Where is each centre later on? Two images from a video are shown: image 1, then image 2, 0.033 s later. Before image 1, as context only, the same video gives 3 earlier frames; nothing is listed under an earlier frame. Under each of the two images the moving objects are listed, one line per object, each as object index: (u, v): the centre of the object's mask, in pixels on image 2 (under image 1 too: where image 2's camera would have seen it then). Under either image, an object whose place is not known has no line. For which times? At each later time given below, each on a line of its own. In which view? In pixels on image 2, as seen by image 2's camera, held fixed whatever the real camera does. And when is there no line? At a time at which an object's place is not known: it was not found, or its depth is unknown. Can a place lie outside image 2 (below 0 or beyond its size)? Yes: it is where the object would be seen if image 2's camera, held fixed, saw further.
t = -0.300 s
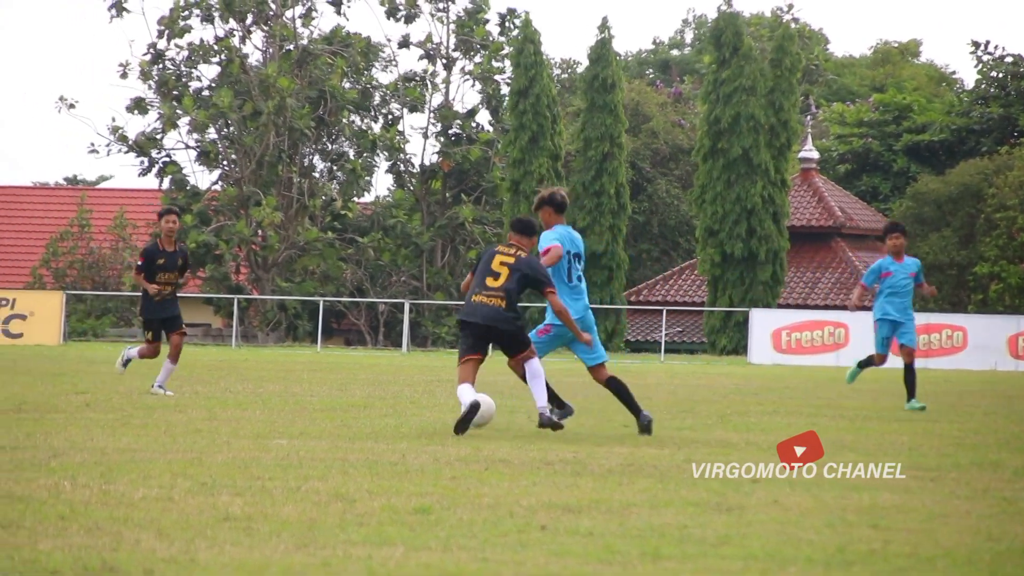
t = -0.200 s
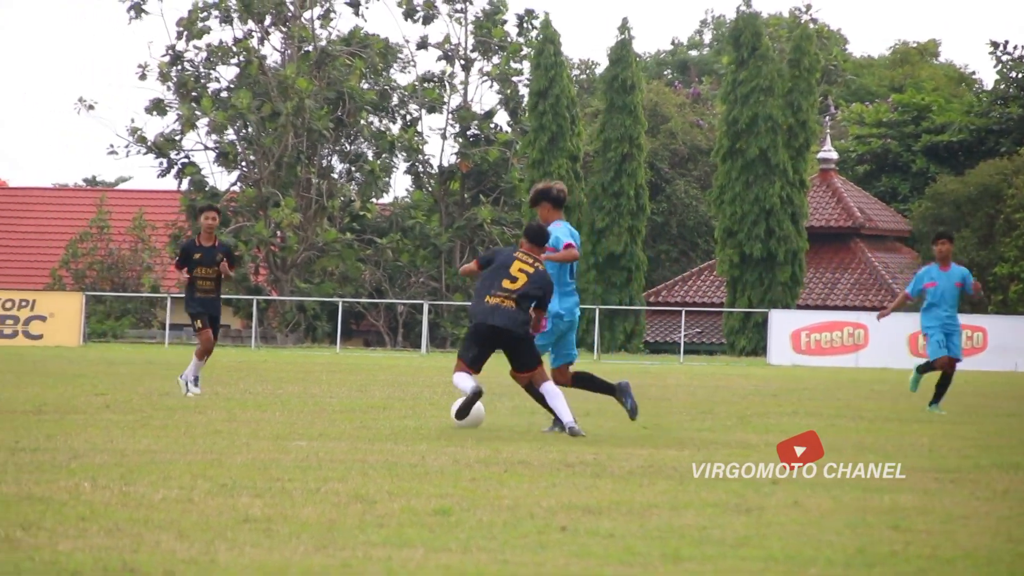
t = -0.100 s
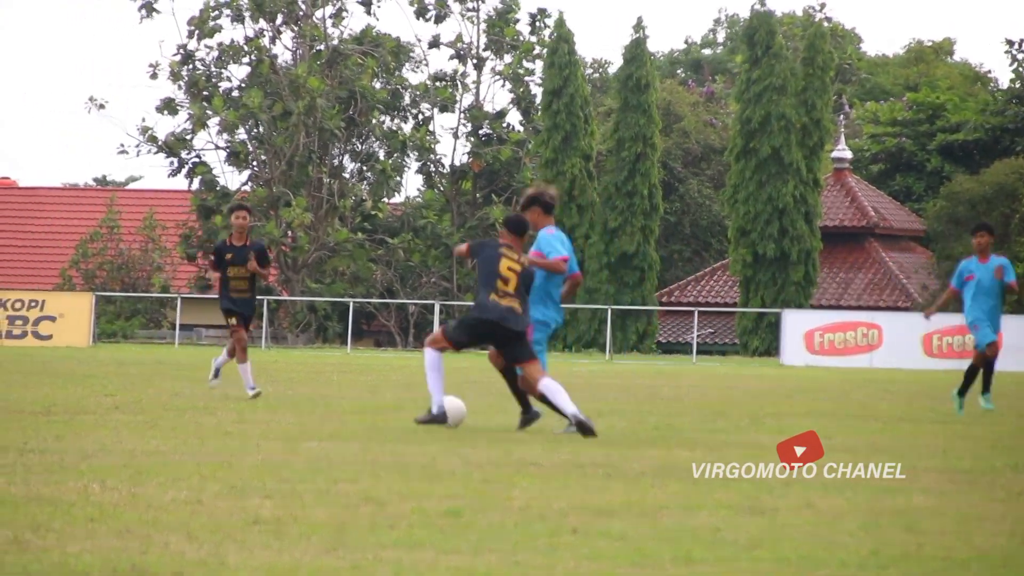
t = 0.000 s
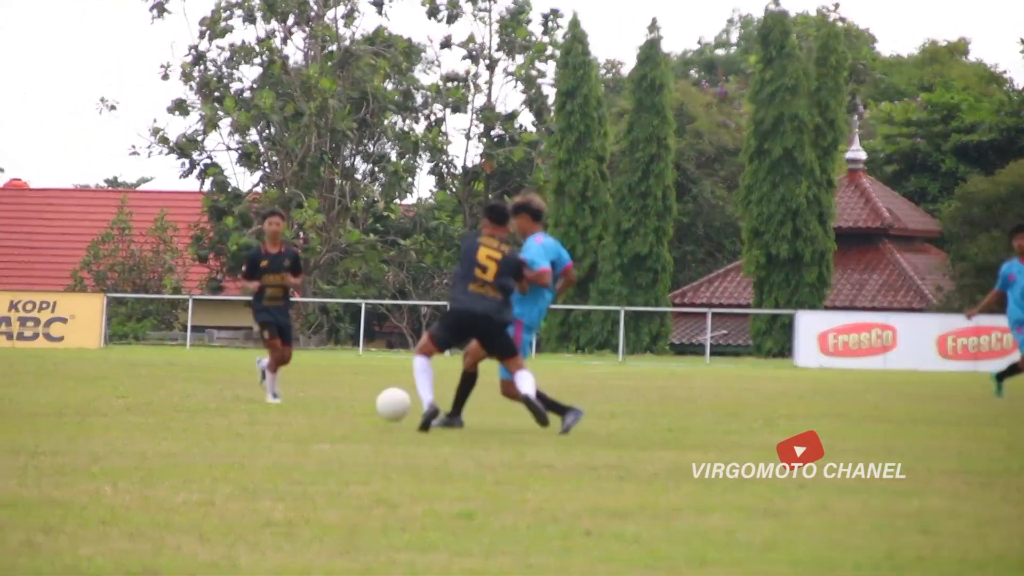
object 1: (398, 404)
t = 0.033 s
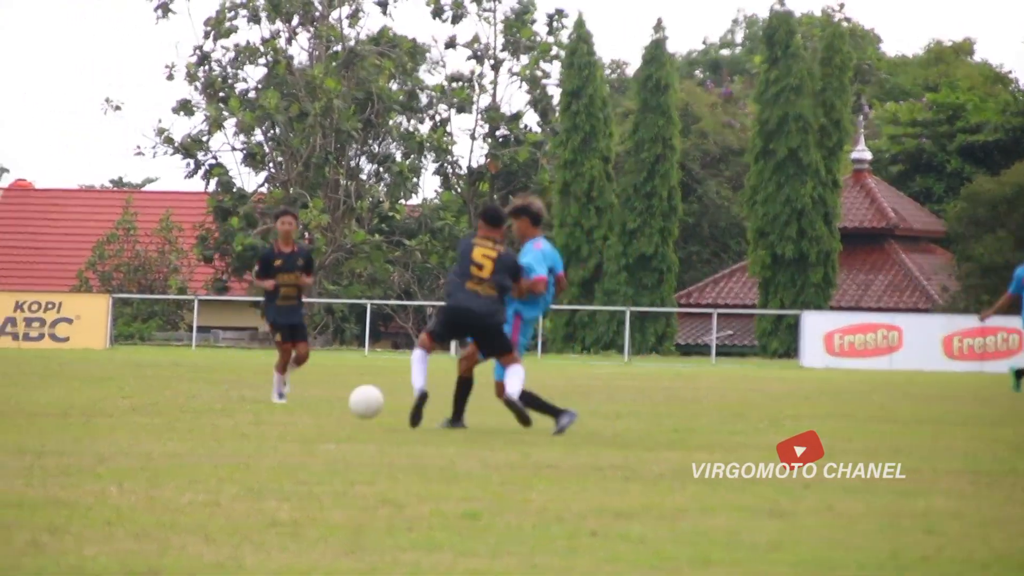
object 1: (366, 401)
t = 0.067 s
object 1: (334, 400)
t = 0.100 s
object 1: (302, 400)
